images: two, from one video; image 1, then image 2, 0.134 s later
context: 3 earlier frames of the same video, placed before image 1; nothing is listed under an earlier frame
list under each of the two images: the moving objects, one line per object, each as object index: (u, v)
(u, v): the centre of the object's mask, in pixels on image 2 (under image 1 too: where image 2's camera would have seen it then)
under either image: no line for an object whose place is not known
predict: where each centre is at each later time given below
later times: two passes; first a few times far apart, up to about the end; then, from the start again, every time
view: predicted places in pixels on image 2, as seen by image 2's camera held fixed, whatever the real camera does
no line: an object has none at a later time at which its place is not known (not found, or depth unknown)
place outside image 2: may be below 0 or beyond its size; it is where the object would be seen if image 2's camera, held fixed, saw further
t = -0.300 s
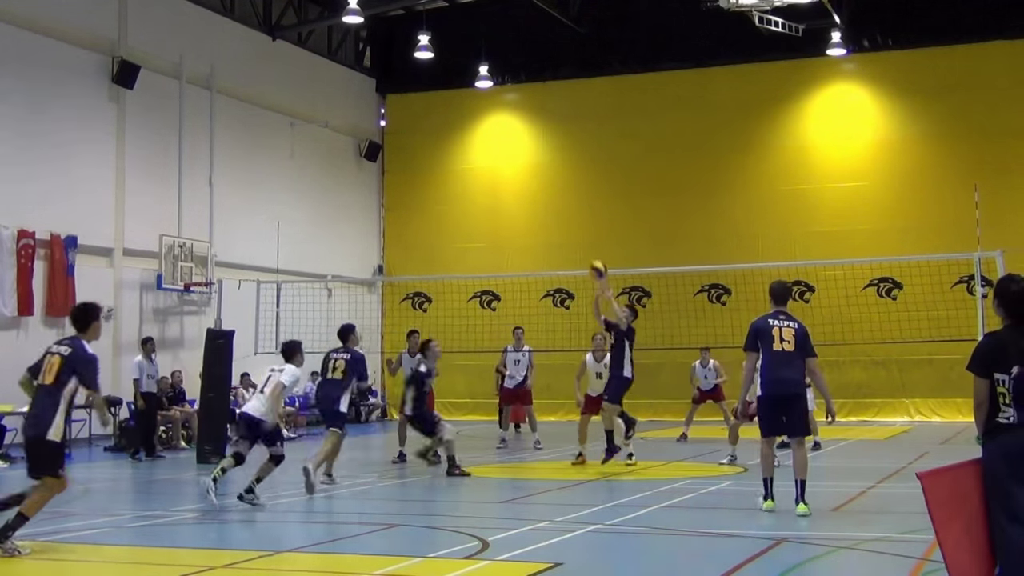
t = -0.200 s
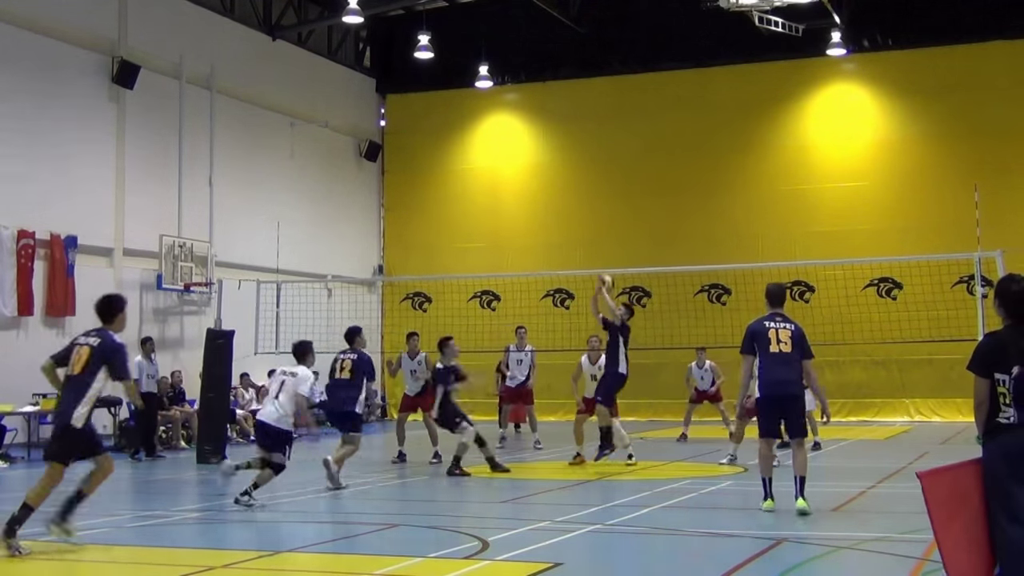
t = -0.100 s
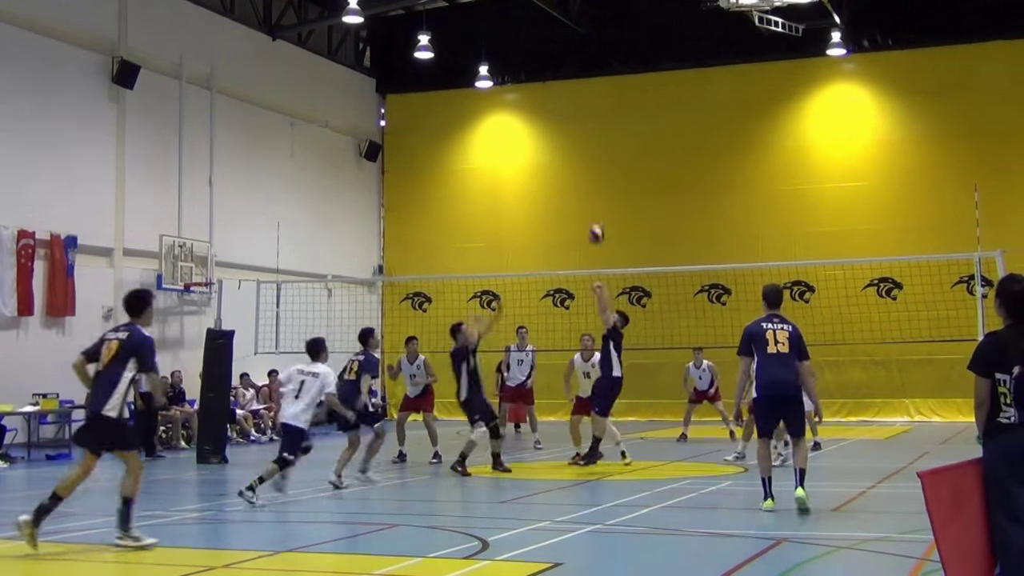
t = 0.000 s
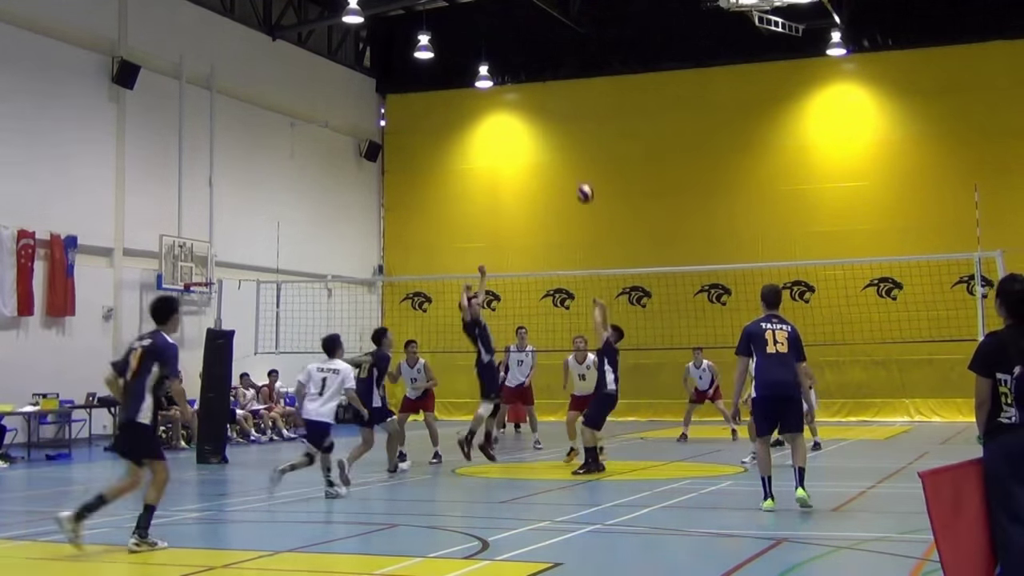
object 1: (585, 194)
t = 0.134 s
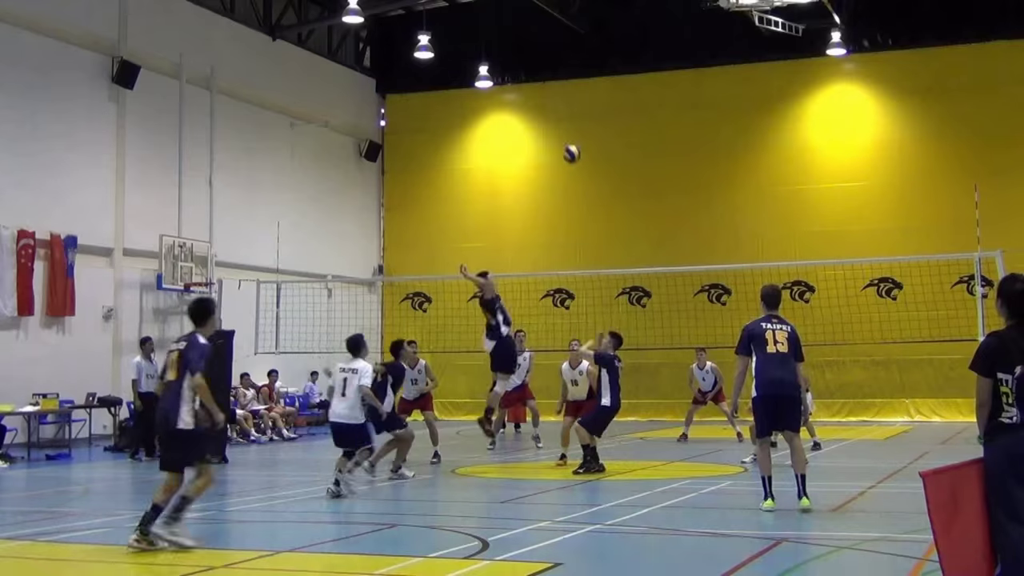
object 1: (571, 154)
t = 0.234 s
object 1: (562, 134)
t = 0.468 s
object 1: (540, 120)
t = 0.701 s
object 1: (519, 150)
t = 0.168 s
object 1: (568, 146)
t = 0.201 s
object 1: (565, 140)
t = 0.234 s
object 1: (562, 134)
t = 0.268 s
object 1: (558, 130)
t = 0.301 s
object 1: (555, 126)
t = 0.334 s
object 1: (552, 123)
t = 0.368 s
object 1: (549, 121)
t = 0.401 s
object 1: (546, 120)
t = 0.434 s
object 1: (543, 120)
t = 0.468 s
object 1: (540, 120)
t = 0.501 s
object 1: (537, 122)
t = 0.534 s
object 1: (534, 124)
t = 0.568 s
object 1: (531, 128)
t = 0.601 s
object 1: (528, 132)
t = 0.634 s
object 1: (525, 137)
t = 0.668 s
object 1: (522, 143)
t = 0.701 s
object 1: (519, 150)
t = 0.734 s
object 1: (516, 158)
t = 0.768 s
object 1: (514, 167)
